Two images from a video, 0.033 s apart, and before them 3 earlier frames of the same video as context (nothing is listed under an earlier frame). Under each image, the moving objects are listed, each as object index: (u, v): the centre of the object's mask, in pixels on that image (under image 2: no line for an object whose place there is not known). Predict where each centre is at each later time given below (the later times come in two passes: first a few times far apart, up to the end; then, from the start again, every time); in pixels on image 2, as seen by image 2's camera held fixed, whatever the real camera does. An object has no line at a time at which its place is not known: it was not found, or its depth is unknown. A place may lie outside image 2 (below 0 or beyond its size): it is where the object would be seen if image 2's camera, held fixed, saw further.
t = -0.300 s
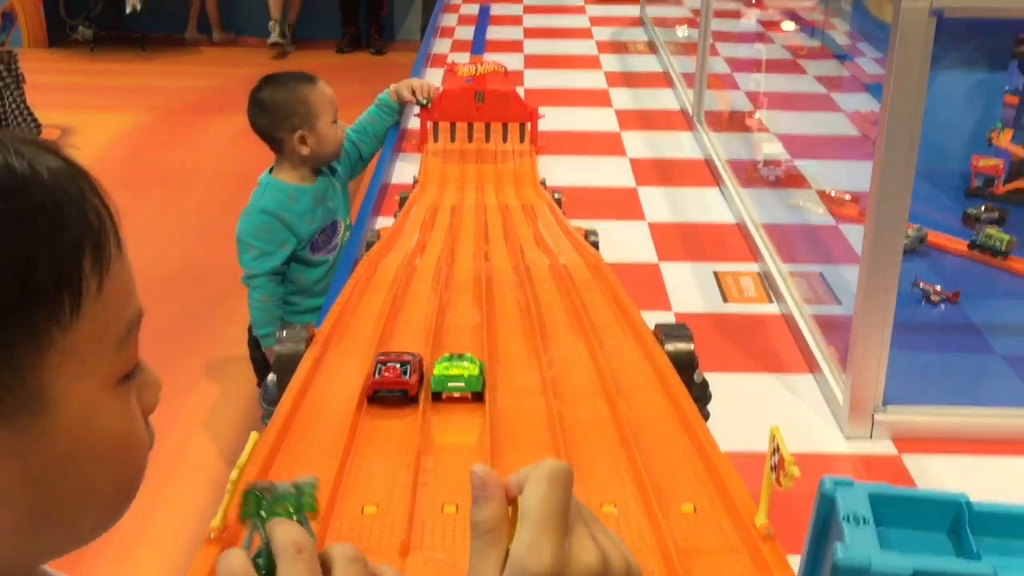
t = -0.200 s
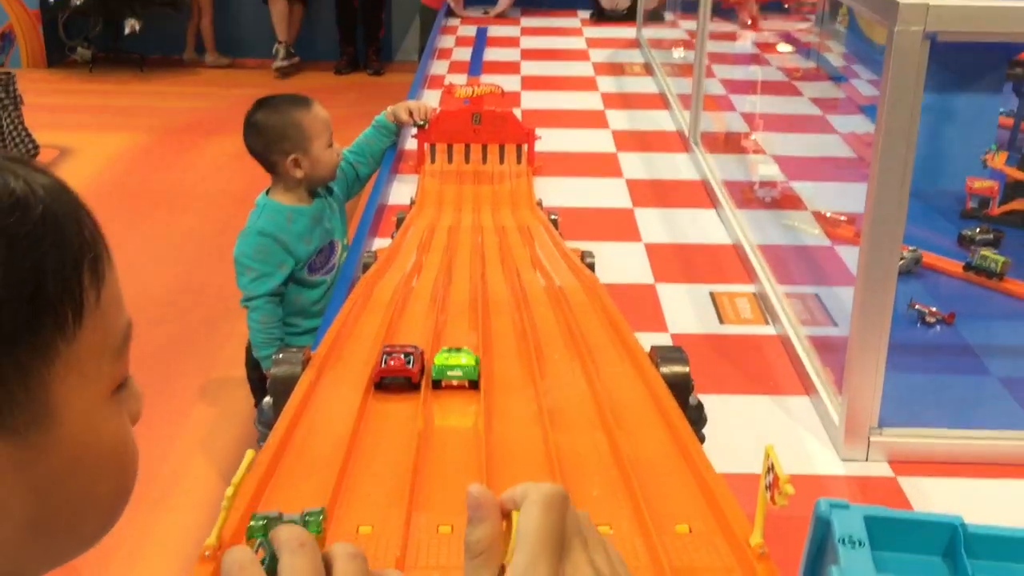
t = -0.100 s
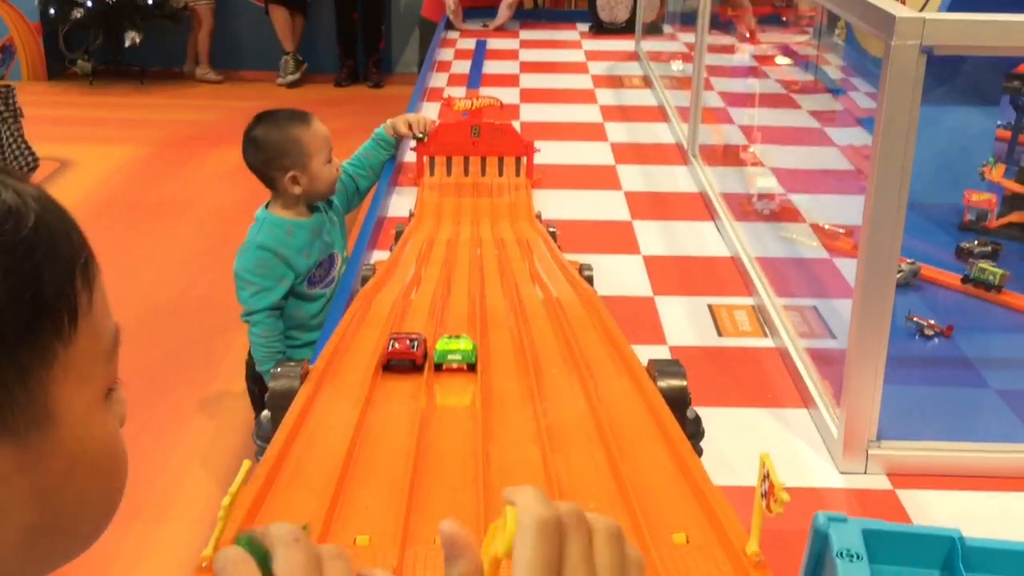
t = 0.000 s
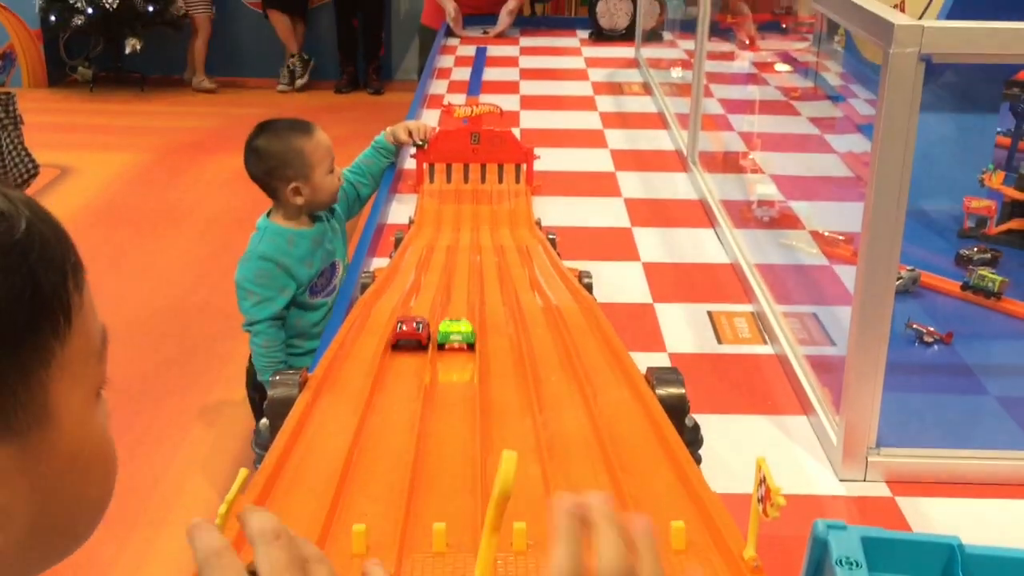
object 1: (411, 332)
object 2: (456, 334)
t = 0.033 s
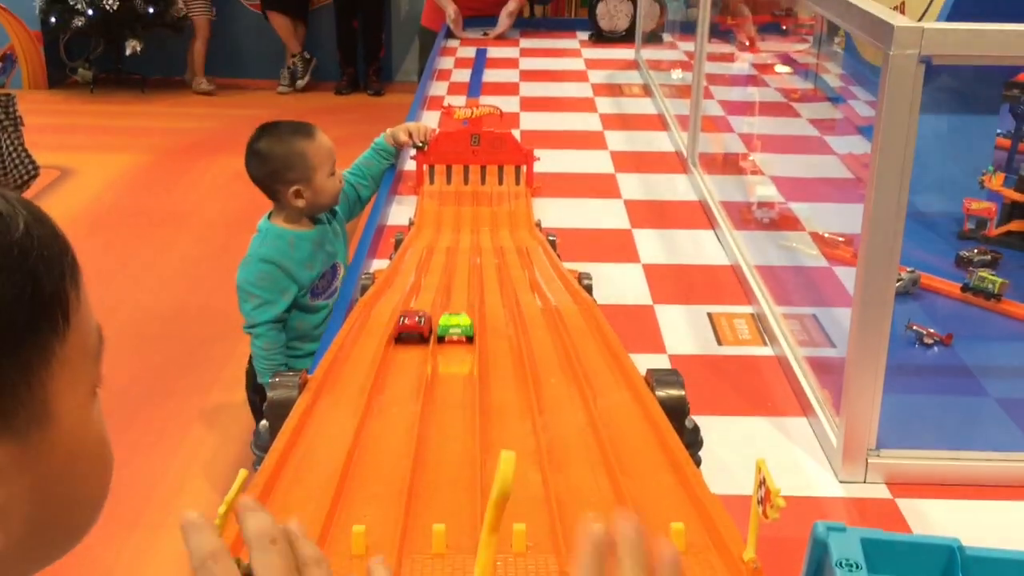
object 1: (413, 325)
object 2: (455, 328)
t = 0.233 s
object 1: (425, 287)
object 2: (459, 289)
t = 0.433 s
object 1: (435, 262)
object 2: (463, 261)
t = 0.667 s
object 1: (444, 233)
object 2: (465, 234)
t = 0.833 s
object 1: (449, 197)
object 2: (466, 195)
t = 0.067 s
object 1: (416, 317)
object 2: (455, 320)
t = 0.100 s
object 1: (417, 310)
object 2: (456, 312)
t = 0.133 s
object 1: (418, 303)
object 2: (457, 305)
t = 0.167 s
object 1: (420, 295)
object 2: (458, 298)
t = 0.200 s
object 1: (422, 292)
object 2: (458, 294)
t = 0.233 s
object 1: (425, 287)
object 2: (459, 289)
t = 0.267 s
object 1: (427, 283)
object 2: (460, 284)
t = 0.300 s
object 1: (429, 279)
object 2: (460, 280)
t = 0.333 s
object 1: (431, 274)
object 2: (461, 275)
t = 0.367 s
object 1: (432, 270)
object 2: (462, 271)
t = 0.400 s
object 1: (434, 266)
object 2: (462, 267)
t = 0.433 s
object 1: (435, 262)
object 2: (463, 261)
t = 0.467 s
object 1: (437, 257)
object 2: (463, 257)
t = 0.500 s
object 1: (438, 252)
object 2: (463, 252)
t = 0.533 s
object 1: (439, 248)
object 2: (464, 248)
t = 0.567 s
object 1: (441, 243)
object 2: (464, 243)
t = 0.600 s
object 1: (442, 239)
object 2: (465, 239)
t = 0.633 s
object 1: (444, 237)
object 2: (465, 237)
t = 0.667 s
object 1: (444, 233)
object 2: (465, 234)
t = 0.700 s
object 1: (445, 230)
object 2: (465, 230)
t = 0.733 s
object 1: (445, 226)
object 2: (465, 225)
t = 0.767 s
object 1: (447, 219)
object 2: (466, 218)
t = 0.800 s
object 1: (448, 207)
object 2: (466, 206)
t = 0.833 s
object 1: (449, 197)
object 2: (466, 195)
